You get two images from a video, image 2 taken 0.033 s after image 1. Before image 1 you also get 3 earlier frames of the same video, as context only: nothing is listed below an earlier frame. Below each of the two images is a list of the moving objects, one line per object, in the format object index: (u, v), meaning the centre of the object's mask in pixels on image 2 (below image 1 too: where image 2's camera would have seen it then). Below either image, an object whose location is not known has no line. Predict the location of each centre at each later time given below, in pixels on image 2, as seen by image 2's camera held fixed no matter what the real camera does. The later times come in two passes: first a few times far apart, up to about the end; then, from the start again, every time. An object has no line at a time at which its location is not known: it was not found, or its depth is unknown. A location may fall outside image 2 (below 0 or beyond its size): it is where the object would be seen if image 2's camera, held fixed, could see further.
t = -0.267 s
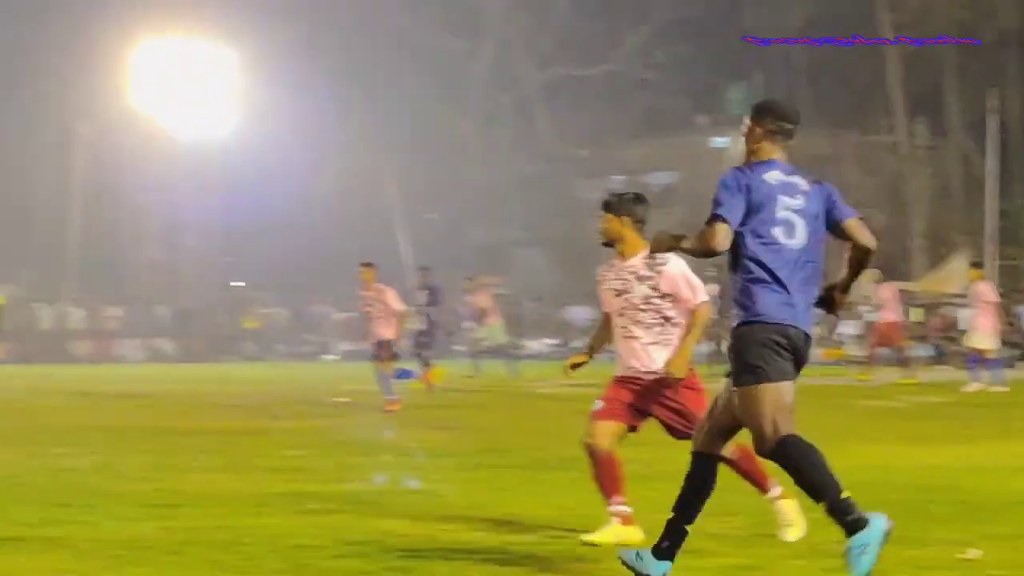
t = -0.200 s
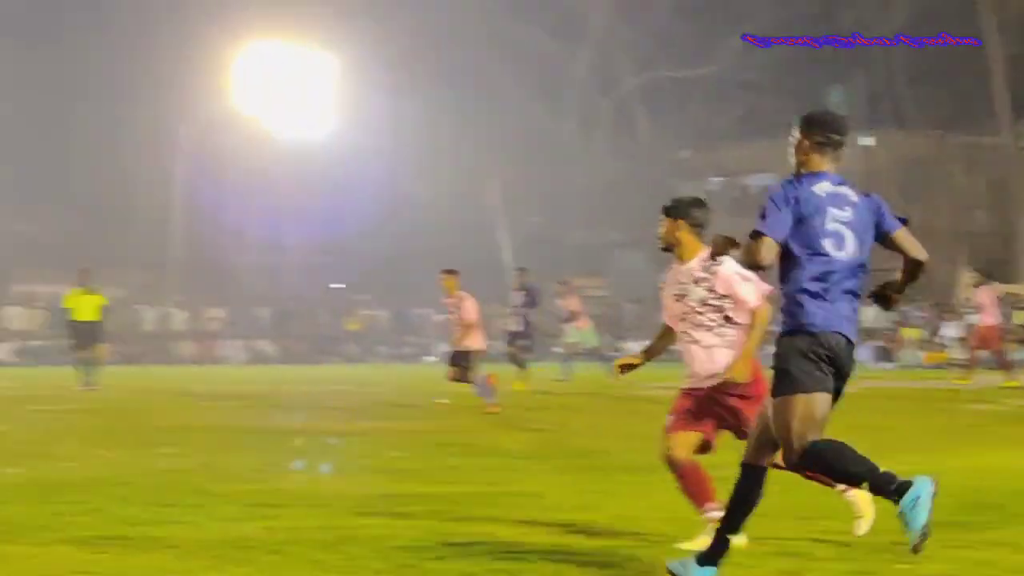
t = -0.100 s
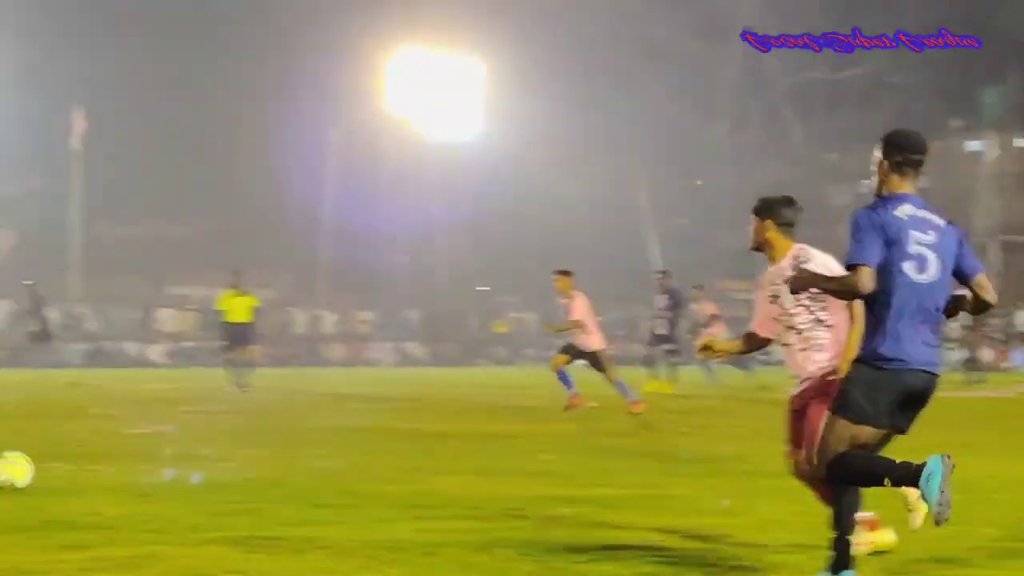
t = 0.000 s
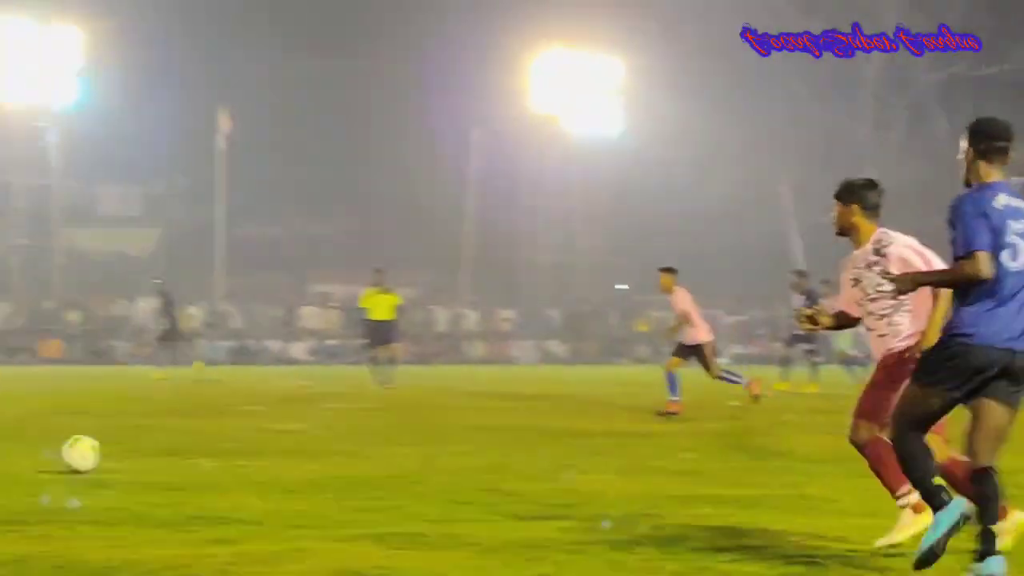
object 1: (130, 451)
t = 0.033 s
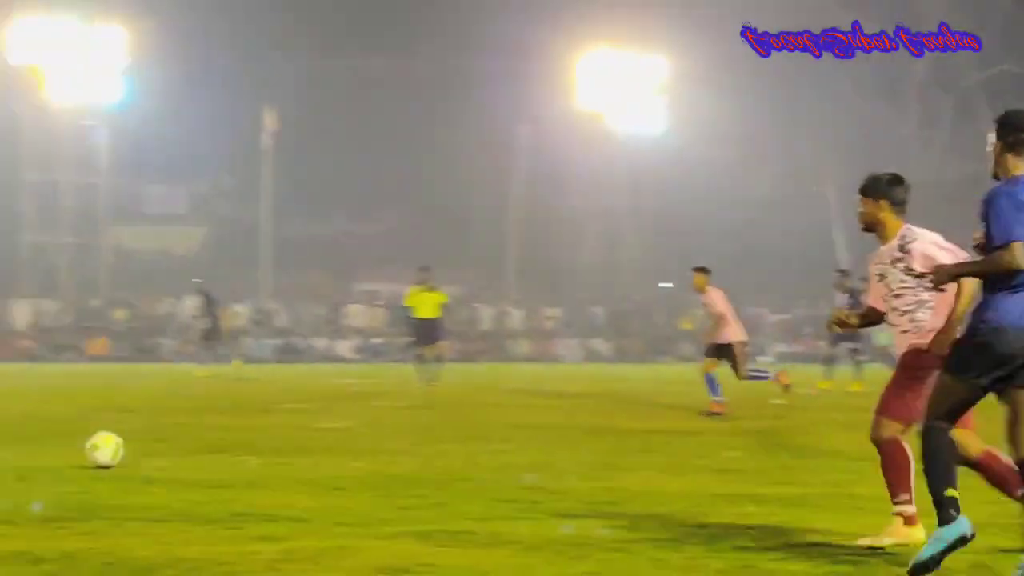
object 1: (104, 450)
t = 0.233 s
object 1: (-26, 437)
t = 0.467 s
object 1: (-128, 432)
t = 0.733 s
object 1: (-240, 420)
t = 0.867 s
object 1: (-288, 417)
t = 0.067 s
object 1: (78, 450)
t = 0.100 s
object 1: (57, 448)
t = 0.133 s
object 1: (33, 446)
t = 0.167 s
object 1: (11, 446)
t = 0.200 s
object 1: (-7, 443)
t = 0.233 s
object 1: (-26, 437)
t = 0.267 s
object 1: (-45, 436)
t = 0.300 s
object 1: (-61, 435)
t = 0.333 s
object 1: (-75, 436)
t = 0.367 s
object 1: (-88, 437)
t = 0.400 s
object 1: (-101, 434)
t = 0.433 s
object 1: (-115, 432)
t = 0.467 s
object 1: (-128, 432)
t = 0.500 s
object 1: (-143, 430)
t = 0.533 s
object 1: (-157, 425)
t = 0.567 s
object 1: (-171, 423)
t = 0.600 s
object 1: (-186, 422)
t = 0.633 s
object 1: (-200, 422)
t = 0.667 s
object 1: (-213, 423)
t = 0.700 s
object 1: (-226, 421)
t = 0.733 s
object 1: (-240, 420)
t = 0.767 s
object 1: (-252, 421)
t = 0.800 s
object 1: (-264, 419)
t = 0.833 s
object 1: (-276, 418)
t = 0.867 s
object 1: (-288, 417)
